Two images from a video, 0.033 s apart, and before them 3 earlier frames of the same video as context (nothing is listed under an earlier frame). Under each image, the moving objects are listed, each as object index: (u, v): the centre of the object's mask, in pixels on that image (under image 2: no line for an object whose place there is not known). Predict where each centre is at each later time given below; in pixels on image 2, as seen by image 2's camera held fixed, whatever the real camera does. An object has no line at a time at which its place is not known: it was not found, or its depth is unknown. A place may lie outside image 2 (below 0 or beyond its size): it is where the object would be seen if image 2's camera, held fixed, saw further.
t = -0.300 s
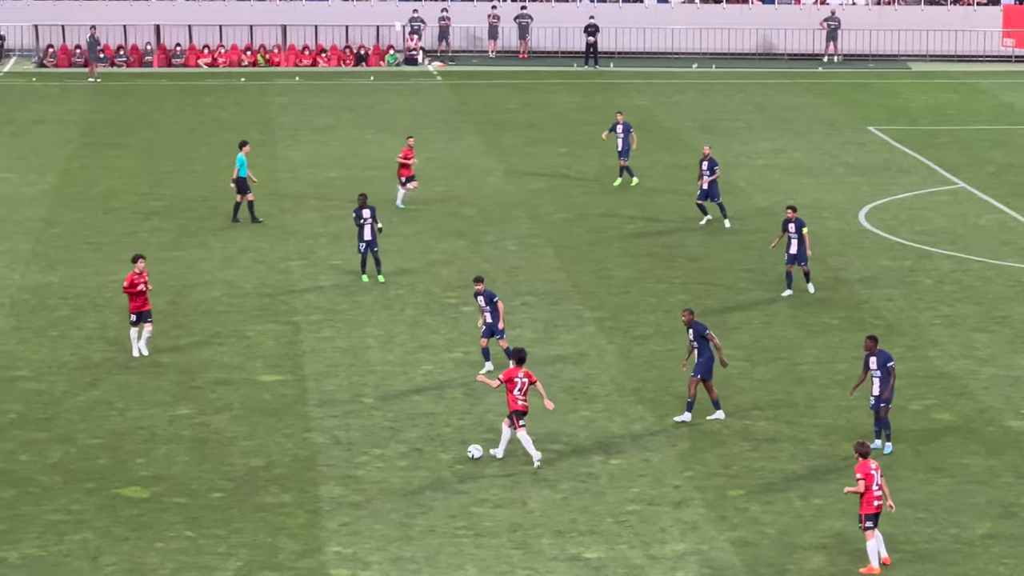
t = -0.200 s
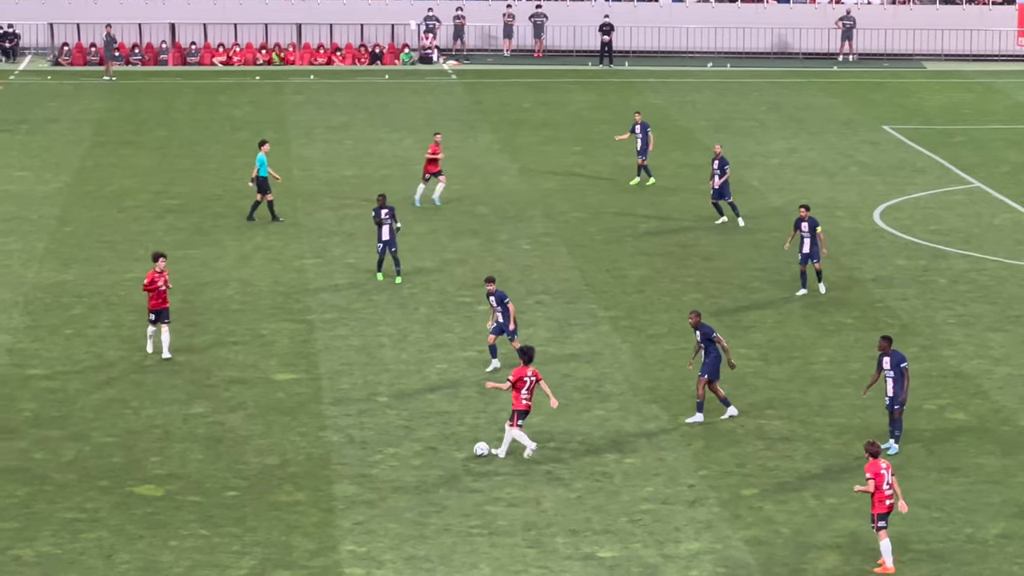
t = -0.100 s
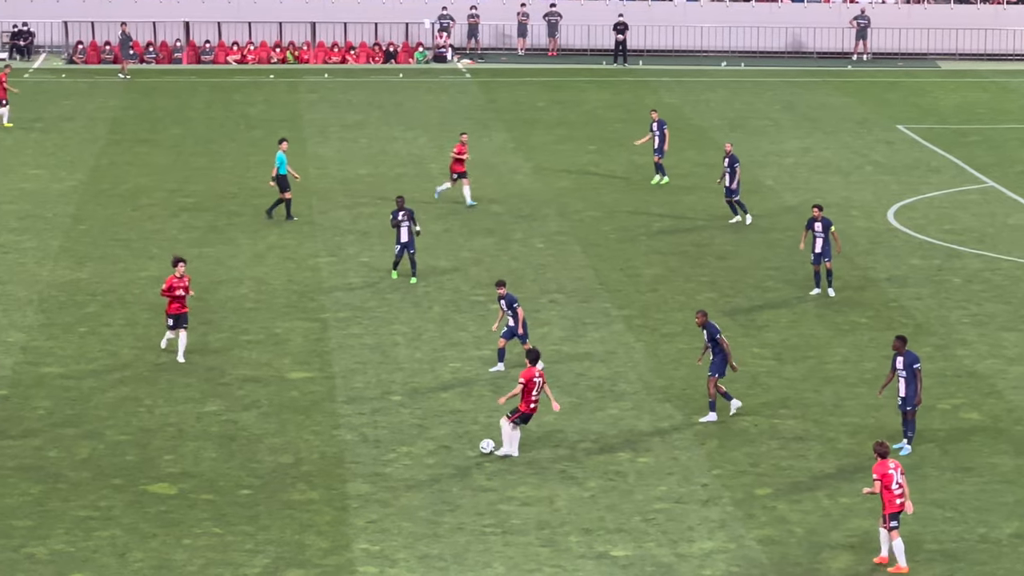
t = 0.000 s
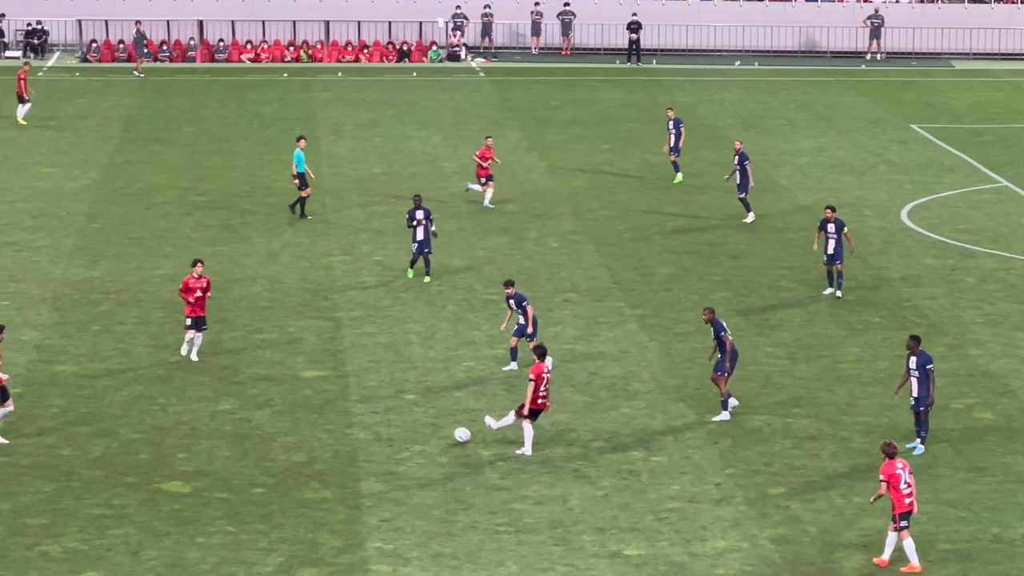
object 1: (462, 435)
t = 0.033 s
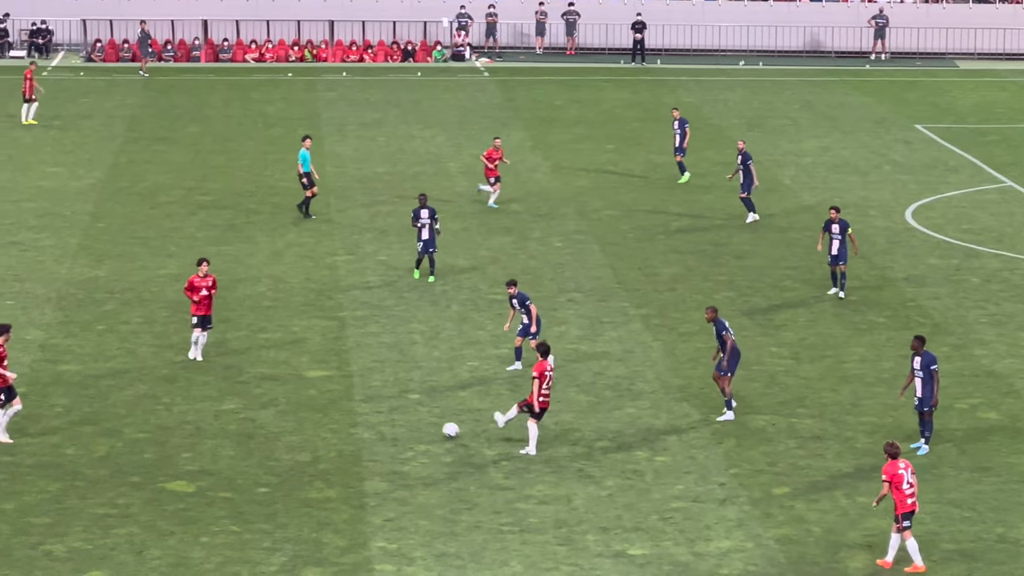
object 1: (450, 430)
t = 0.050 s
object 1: (443, 427)
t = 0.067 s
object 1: (435, 425)
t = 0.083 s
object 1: (427, 424)
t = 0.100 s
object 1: (420, 422)
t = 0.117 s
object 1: (412, 421)
